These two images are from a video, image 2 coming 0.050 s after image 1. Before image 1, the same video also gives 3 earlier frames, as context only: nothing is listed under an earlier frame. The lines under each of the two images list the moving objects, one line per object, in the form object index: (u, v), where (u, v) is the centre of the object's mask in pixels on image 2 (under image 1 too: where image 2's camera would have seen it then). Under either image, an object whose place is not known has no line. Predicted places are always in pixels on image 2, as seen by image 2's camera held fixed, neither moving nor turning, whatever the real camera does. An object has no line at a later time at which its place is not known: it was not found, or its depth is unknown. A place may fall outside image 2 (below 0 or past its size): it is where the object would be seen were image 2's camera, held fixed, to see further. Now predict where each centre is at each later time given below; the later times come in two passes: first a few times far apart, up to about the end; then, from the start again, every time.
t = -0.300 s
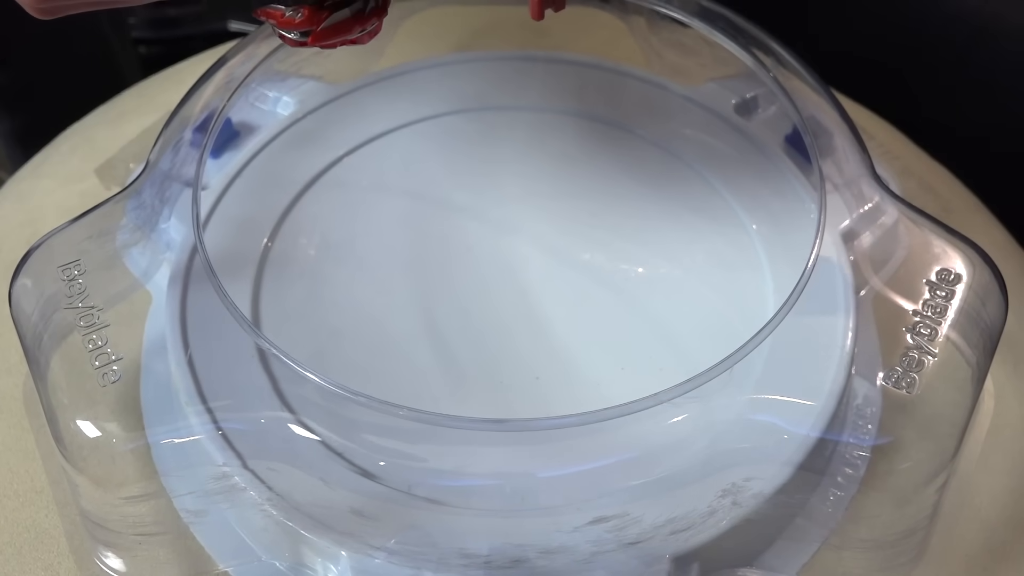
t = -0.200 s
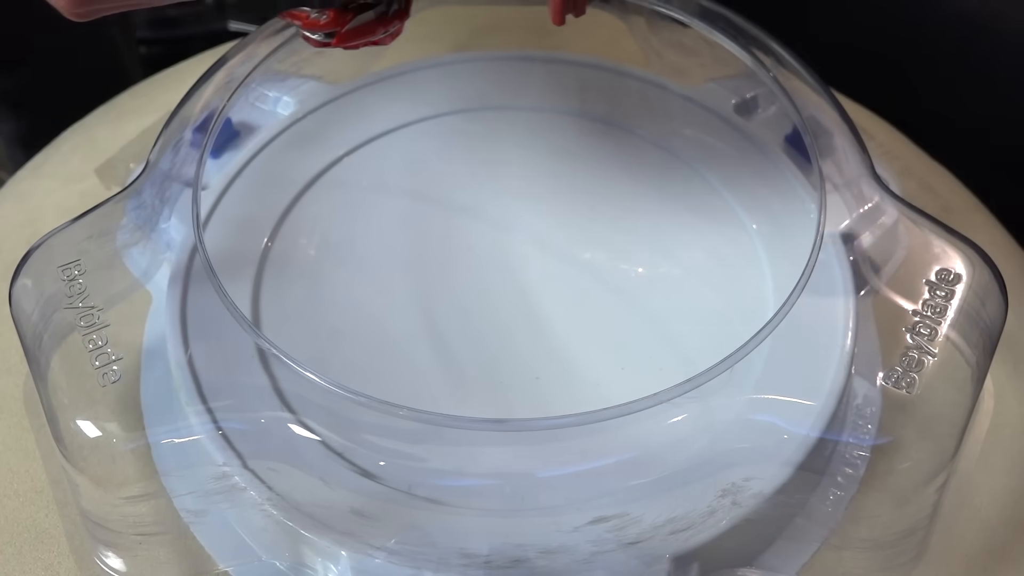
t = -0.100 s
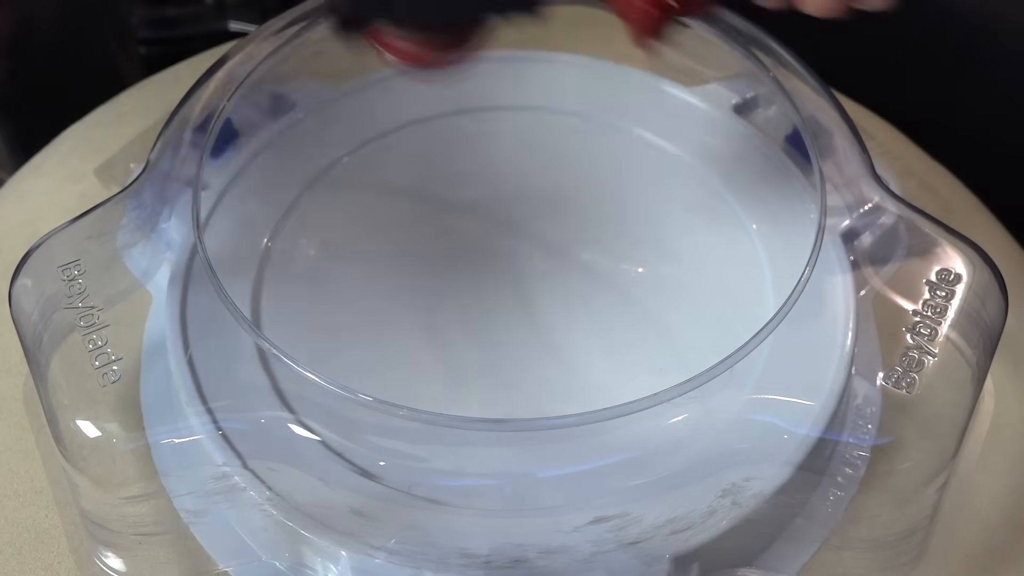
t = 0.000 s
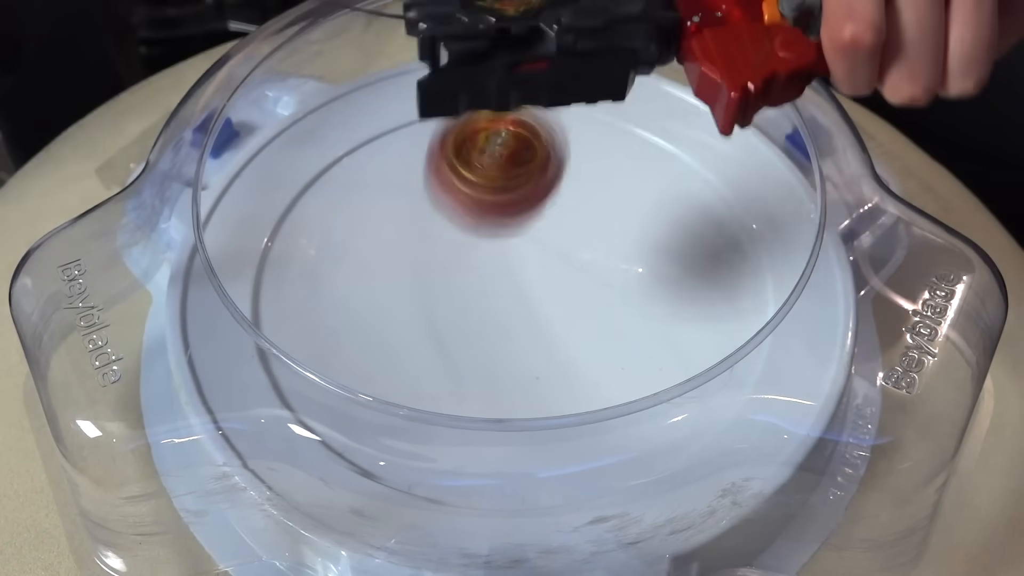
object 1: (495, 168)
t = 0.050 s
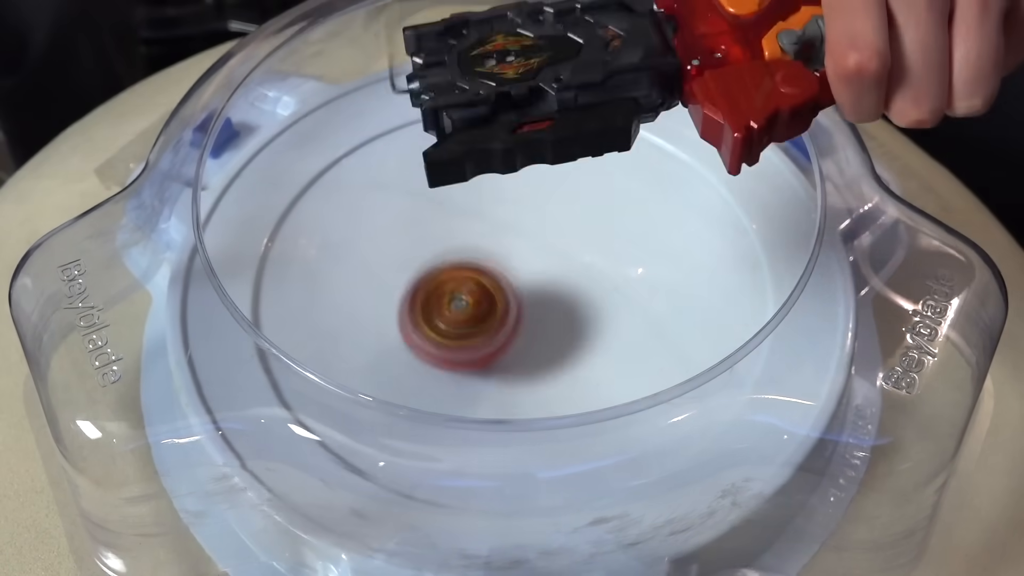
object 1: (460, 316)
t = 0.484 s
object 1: (413, 177)
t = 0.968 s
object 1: (631, 448)
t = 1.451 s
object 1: (464, 459)
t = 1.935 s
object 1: (361, 121)
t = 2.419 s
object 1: (700, 144)
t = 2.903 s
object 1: (708, 379)
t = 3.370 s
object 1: (573, 452)
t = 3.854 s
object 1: (465, 460)
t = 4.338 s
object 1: (467, 462)
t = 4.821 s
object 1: (558, 463)
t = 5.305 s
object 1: (699, 403)
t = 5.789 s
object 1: (758, 257)
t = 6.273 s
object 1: (662, 117)
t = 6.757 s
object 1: (438, 87)
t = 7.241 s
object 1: (260, 243)
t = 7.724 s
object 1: (466, 474)
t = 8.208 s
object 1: (757, 245)
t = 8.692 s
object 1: (458, 86)
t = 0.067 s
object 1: (450, 301)
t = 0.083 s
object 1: (439, 288)
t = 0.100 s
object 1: (428, 277)
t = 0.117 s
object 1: (418, 268)
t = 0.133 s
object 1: (409, 264)
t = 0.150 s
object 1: (399, 265)
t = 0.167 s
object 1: (391, 269)
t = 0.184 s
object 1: (383, 277)
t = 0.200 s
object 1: (376, 289)
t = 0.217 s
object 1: (372, 296)
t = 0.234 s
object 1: (369, 285)
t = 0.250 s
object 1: (366, 280)
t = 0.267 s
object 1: (364, 278)
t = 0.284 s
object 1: (363, 276)
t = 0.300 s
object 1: (364, 270)
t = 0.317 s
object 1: (365, 265)
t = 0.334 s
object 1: (367, 259)
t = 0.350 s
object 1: (369, 252)
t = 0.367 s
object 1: (373, 245)
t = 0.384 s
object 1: (376, 237)
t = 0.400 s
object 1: (380, 229)
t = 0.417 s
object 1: (385, 219)
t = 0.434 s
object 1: (390, 210)
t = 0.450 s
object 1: (396, 199)
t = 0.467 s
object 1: (404, 188)
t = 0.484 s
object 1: (413, 177)
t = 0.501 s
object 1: (423, 165)
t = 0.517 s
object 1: (435, 154)
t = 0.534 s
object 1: (450, 143)
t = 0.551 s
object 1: (466, 132)
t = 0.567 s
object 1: (483, 123)
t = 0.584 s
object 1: (502, 114)
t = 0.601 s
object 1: (522, 108)
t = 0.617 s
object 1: (543, 105)
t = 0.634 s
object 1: (564, 102)
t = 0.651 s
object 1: (586, 102)
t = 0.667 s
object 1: (607, 102)
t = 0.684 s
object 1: (628, 105)
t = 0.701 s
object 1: (649, 110)
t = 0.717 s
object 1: (668, 119)
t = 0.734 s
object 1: (684, 133)
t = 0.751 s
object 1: (700, 149)
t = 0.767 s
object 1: (716, 166)
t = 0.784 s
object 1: (731, 184)
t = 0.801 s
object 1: (744, 204)
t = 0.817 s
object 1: (756, 228)
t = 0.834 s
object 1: (759, 248)
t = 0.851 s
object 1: (771, 274)
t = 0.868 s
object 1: (771, 299)
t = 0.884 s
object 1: (761, 327)
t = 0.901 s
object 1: (747, 355)
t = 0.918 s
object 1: (728, 384)
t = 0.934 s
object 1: (701, 408)
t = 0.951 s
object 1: (669, 428)
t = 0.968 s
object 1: (631, 448)
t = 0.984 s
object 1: (585, 462)
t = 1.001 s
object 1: (538, 468)
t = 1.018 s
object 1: (488, 469)
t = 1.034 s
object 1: (438, 464)
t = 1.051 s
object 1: (391, 443)
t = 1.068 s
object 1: (346, 424)
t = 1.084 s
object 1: (315, 392)
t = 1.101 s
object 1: (289, 357)
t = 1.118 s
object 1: (272, 319)
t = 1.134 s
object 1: (272, 281)
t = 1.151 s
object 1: (265, 244)
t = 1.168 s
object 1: (280, 208)
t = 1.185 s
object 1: (301, 173)
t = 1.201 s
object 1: (336, 143)
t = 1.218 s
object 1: (374, 116)
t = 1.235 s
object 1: (421, 98)
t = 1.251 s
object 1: (472, 86)
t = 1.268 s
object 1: (524, 84)
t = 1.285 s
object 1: (582, 90)
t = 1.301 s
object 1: (634, 104)
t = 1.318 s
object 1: (683, 131)
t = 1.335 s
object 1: (726, 172)
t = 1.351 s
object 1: (758, 222)
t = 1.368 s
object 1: (755, 271)
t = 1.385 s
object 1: (752, 336)
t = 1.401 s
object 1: (710, 393)
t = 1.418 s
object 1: (642, 436)
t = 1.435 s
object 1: (555, 460)
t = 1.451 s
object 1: (464, 459)
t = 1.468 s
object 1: (391, 437)
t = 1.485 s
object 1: (321, 390)
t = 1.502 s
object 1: (288, 346)
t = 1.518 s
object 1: (270, 291)
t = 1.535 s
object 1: (272, 237)
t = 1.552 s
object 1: (294, 187)
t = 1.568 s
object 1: (330, 147)
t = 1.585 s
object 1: (384, 112)
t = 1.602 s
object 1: (436, 92)
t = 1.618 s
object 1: (499, 82)
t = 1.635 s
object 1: (566, 86)
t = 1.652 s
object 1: (625, 101)
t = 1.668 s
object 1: (683, 130)
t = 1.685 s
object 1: (727, 169)
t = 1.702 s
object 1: (758, 224)
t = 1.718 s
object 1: (762, 279)
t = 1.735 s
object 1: (747, 342)
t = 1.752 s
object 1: (700, 396)
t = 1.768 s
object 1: (633, 437)
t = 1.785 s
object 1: (546, 458)
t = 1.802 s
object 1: (465, 458)
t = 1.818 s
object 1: (391, 436)
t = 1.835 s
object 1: (327, 394)
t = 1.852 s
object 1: (291, 348)
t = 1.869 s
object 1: (271, 298)
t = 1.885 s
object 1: (270, 247)
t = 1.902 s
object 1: (287, 197)
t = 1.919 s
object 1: (320, 155)
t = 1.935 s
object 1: (361, 121)
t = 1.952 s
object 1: (415, 97)
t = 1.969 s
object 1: (469, 84)
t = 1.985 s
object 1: (532, 80)
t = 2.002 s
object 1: (591, 89)
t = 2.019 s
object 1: (645, 108)
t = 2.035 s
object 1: (699, 141)
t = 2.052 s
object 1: (735, 181)
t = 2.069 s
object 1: (758, 235)
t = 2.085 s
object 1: (762, 290)
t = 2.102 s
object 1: (740, 349)
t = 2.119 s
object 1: (693, 397)
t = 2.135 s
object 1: (626, 436)
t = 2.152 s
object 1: (548, 456)
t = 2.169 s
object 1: (467, 457)
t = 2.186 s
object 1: (395, 439)
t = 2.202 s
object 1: (337, 402)
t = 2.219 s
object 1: (297, 358)
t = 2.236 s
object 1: (273, 310)
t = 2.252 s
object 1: (268, 262)
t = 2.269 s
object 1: (275, 215)
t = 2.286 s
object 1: (300, 172)
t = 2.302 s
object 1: (335, 136)
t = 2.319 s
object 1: (382, 108)
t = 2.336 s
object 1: (434, 89)
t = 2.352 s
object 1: (488, 80)
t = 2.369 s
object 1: (546, 80)
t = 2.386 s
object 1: (603, 91)
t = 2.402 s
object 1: (653, 112)
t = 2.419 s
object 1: (700, 144)
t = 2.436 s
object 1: (736, 187)
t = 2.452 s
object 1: (756, 239)
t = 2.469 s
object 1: (758, 289)
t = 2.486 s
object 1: (739, 343)
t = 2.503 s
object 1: (697, 390)
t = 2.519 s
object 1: (640, 432)
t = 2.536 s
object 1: (563, 454)
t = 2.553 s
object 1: (486, 457)
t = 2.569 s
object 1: (408, 457)
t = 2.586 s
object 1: (348, 417)
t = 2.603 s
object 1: (306, 376)
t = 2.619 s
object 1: (278, 331)
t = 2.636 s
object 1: (273, 284)
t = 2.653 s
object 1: (264, 241)
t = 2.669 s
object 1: (279, 199)
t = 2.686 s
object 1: (306, 160)
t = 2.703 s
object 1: (343, 127)
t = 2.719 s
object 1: (388, 103)
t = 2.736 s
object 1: (438, 86)
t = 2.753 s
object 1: (492, 79)
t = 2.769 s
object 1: (549, 81)
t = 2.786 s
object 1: (603, 94)
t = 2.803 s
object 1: (652, 113)
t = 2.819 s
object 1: (696, 145)
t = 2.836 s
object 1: (729, 184)
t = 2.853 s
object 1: (751, 231)
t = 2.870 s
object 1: (748, 277)
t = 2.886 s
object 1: (740, 330)
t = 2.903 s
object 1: (708, 379)
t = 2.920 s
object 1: (656, 424)
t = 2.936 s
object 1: (588, 450)
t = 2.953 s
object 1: (514, 470)
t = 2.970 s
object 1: (444, 465)
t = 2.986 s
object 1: (380, 436)
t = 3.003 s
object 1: (327, 402)
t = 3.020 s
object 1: (289, 369)
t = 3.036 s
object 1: (269, 321)
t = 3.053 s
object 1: (268, 276)
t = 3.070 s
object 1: (261, 235)
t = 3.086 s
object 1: (277, 195)
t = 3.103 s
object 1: (304, 158)
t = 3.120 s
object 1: (340, 127)
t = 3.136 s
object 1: (384, 103)
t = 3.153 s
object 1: (431, 89)
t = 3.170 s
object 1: (484, 80)
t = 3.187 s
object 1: (537, 82)
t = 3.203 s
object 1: (588, 91)
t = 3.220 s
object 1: (636, 109)
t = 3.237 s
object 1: (678, 134)
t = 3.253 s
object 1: (713, 166)
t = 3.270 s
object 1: (740, 207)
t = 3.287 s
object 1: (752, 254)
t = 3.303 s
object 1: (751, 303)
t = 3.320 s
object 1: (728, 354)
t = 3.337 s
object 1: (690, 395)
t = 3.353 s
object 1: (636, 430)
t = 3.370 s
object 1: (573, 452)
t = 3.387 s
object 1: (506, 459)
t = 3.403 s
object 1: (440, 455)
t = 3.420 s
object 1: (378, 438)
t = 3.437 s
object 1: (327, 405)
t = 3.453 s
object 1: (290, 369)
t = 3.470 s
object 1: (269, 329)
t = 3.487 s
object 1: (258, 287)
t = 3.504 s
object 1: (261, 248)
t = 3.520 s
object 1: (270, 208)
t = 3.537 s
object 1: (292, 172)
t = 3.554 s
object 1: (323, 140)
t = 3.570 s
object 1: (364, 114)
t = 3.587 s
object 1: (406, 96)
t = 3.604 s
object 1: (455, 85)
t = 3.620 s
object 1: (505, 82)
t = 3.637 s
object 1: (554, 86)
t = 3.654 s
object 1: (603, 97)
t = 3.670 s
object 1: (646, 116)
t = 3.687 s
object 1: (688, 143)
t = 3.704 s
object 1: (720, 176)
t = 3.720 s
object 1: (743, 216)
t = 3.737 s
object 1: (751, 259)
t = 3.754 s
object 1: (750, 305)
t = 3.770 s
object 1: (731, 353)
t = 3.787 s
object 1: (697, 393)
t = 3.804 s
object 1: (652, 425)
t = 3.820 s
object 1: (594, 448)
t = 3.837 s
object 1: (530, 462)
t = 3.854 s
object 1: (465, 460)
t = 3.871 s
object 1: (406, 447)
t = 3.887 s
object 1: (352, 424)
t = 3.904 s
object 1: (310, 392)
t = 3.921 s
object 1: (276, 357)
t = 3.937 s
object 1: (262, 317)
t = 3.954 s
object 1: (255, 277)
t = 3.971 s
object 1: (262, 238)
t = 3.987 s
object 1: (273, 202)
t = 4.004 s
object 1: (297, 168)
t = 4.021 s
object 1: (329, 138)
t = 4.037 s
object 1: (367, 116)
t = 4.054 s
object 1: (410, 98)
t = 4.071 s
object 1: (455, 87)
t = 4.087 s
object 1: (500, 84)
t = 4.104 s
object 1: (550, 87)
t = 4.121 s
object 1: (596, 97)
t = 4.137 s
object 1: (637, 113)
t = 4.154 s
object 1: (678, 136)
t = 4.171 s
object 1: (710, 165)
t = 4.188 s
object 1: (737, 201)
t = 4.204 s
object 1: (754, 241)
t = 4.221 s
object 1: (756, 280)
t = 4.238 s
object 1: (748, 325)
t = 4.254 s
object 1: (725, 367)
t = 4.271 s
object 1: (689, 405)
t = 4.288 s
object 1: (644, 434)
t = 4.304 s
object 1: (588, 453)
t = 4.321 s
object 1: (526, 465)
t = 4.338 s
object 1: (467, 462)
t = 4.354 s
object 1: (408, 449)
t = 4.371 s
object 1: (357, 433)
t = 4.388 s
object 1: (316, 399)
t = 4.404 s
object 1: (283, 365)
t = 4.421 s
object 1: (268, 323)
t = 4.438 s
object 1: (271, 284)
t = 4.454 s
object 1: (262, 249)
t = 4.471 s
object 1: (270, 214)
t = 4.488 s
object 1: (291, 181)
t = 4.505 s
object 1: (318, 153)
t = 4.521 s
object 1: (351, 127)
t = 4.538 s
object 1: (390, 108)
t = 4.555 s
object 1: (431, 94)
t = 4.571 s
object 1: (475, 87)
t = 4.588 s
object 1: (519, 85)
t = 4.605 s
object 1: (567, 91)
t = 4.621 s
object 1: (608, 100)
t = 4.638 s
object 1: (647, 117)
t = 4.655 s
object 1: (686, 140)
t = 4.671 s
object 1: (715, 167)
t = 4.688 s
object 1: (742, 201)
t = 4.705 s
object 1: (756, 236)
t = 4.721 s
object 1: (761, 276)
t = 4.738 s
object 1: (754, 317)
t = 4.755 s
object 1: (736, 359)
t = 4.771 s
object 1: (707, 395)
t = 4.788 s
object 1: (665, 425)
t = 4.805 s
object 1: (614, 448)
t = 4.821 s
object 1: (558, 463)
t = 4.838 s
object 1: (498, 467)
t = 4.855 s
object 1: (442, 458)
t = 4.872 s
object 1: (388, 444)
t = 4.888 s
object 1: (341, 419)
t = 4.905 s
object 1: (306, 385)
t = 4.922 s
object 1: (282, 351)
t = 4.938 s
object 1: (269, 313)
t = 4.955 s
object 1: (270, 277)
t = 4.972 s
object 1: (265, 243)
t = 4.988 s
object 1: (276, 210)
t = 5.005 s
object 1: (297, 179)
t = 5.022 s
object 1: (323, 151)
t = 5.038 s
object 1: (355, 128)
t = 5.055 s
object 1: (390, 109)
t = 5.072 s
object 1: (430, 95)
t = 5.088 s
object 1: (472, 87)
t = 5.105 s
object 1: (516, 85)
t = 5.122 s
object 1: (558, 87)
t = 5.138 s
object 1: (599, 95)
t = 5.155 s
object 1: (637, 109)
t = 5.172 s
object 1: (675, 128)
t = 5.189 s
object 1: (708, 153)
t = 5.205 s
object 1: (733, 181)
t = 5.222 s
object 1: (756, 217)
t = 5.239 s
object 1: (759, 250)
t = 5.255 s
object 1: (765, 290)
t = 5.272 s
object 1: (754, 330)
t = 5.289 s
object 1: (732, 368)
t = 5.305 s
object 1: (699, 403)
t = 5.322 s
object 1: (656, 431)
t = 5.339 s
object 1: (605, 450)
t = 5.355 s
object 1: (550, 461)
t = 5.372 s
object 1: (494, 463)
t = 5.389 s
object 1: (442, 455)
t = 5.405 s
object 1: (391, 443)
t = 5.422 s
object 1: (346, 415)
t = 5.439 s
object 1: (311, 385)
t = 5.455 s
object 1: (287, 351)
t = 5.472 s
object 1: (274, 315)
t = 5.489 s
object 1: (272, 279)
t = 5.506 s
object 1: (268, 247)
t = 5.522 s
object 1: (277, 214)
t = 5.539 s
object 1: (294, 183)
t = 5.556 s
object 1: (318, 155)
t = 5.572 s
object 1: (346, 131)
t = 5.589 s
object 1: (379, 112)
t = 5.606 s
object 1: (416, 97)
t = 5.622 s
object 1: (455, 88)
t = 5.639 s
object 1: (494, 81)
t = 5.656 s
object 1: (536, 81)
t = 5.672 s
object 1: (576, 87)
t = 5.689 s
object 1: (615, 97)
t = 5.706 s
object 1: (653, 112)
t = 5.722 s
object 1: (688, 133)
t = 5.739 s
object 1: (717, 158)
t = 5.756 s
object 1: (741, 188)
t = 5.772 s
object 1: (758, 223)
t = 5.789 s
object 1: (758, 257)
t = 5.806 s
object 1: (761, 295)
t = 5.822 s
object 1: (750, 336)
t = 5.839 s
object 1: (725, 372)
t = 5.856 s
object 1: (692, 404)
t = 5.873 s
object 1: (651, 429)
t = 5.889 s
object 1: (601, 448)
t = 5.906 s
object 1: (547, 458)
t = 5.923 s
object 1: (494, 471)
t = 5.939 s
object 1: (441, 465)
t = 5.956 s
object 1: (392, 441)
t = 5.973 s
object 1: (350, 418)
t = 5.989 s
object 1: (316, 387)
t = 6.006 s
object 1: (291, 353)
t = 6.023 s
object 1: (275, 318)
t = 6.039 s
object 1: (266, 285)
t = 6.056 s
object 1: (266, 252)
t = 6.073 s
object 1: (272, 219)
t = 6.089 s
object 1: (286, 189)
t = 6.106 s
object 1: (307, 161)
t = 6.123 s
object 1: (333, 137)
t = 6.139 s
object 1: (363, 116)
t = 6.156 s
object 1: (396, 100)
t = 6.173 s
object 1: (432, 89)
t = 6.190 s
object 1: (470, 81)
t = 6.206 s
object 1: (510, 79)
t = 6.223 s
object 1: (550, 81)
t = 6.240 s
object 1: (590, 89)
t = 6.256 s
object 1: (627, 101)
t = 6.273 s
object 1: (662, 117)
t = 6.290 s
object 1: (696, 140)
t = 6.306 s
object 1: (721, 165)
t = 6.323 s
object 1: (741, 194)
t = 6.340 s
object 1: (755, 230)
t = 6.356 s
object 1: (754, 262)
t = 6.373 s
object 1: (756, 301)
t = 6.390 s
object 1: (743, 338)
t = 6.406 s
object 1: (720, 371)
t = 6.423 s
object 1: (687, 402)
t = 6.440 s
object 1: (648, 427)
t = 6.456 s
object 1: (600, 445)
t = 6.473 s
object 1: (549, 468)
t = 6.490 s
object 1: (494, 471)
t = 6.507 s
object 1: (443, 466)
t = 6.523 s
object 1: (396, 445)
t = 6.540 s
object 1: (353, 421)
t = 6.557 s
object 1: (317, 394)
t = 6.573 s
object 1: (292, 360)
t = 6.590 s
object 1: (274, 329)
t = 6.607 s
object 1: (264, 296)
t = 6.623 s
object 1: (258, 264)
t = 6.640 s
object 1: (262, 233)
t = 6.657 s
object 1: (273, 203)
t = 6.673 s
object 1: (290, 175)
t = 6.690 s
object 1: (312, 151)
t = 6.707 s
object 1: (339, 129)
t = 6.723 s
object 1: (369, 111)
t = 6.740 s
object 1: (402, 96)
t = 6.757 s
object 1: (438, 87)
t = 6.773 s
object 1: (476, 80)
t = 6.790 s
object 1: (515, 80)
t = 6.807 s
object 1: (552, 83)
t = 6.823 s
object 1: (589, 91)
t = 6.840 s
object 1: (624, 103)
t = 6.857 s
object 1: (657, 119)
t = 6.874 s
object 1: (688, 139)
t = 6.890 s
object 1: (714, 163)
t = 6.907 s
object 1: (735, 191)
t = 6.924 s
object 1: (749, 223)
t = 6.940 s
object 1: (753, 257)
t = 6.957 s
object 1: (755, 290)
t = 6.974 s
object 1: (746, 326)
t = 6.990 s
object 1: (727, 361)
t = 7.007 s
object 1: (698, 392)
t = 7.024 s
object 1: (665, 419)
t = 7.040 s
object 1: (624, 439)
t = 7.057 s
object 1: (577, 453)
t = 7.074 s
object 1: (529, 462)
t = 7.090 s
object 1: (478, 461)
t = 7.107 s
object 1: (430, 464)
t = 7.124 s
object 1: (386, 443)
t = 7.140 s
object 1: (346, 420)
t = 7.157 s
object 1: (311, 396)
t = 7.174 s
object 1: (287, 368)
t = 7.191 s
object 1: (272, 336)
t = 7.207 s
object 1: (261, 303)
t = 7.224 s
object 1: (257, 273)
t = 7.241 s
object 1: (260, 243)
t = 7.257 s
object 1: (266, 214)
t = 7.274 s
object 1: (282, 186)
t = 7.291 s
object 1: (302, 162)
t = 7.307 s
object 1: (326, 140)
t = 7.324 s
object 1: (354, 121)
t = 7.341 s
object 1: (385, 106)
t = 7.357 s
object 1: (419, 95)
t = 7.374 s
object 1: (453, 87)
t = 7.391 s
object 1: (490, 83)
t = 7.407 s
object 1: (525, 84)
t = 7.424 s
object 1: (562, 89)
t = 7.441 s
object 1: (596, 96)
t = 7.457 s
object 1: (629, 109)
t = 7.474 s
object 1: (660, 123)
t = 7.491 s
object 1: (690, 143)
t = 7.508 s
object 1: (713, 166)
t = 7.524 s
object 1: (734, 192)
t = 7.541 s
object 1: (749, 221)
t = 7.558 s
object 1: (755, 251)
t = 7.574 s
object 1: (757, 286)
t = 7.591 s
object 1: (749, 318)
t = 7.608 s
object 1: (738, 352)
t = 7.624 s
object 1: (716, 384)
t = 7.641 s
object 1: (685, 412)
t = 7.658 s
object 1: (650, 432)
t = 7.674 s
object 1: (610, 460)
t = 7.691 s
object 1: (566, 470)
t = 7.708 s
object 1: (516, 475)
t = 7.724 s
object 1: (466, 474)
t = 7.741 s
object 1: (420, 466)
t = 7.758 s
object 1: (377, 453)
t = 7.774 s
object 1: (345, 423)
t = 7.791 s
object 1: (313, 397)
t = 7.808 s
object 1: (288, 368)
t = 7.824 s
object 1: (273, 339)
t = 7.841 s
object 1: (263, 308)
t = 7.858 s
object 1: (260, 278)
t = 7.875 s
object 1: (263, 248)
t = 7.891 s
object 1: (267, 221)
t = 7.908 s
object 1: (281, 193)
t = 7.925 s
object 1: (301, 168)
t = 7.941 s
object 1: (323, 147)
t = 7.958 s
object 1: (349, 129)
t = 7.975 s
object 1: (377, 113)
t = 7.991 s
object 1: (408, 101)
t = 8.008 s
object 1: (441, 92)
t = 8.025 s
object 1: (475, 86)
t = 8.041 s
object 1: (509, 84)
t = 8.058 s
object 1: (544, 87)
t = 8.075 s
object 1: (579, 92)
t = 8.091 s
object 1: (611, 99)
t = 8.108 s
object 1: (642, 111)
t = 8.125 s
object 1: (670, 127)
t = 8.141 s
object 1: (698, 146)
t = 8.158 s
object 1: (721, 167)
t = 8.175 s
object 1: (740, 191)
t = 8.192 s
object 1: (752, 218)
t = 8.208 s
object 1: (757, 245)
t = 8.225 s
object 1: (763, 275)
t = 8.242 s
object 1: (759, 306)
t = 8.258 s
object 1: (749, 338)
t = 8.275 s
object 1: (733, 368)
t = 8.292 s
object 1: (708, 395)
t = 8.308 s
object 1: (678, 421)
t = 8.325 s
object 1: (639, 439)
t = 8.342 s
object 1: (599, 464)
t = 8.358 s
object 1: (553, 473)
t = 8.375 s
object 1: (506, 475)
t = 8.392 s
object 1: (462, 472)
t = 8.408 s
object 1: (414, 462)
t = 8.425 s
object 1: (379, 441)
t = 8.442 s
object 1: (345, 420)
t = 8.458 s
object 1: (317, 395)
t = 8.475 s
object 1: (291, 370)
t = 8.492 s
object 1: (279, 340)
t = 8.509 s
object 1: (270, 309)
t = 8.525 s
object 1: (263, 281)
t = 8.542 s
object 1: (266, 254)
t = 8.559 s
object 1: (271, 226)
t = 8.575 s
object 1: (281, 200)
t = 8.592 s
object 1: (298, 177)
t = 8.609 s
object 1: (317, 155)
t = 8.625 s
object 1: (341, 136)
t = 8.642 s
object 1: (368, 119)
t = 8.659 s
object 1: (397, 105)
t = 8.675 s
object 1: (428, 94)
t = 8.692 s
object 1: (458, 86)
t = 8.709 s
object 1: (492, 82)
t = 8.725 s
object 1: (524, 83)
